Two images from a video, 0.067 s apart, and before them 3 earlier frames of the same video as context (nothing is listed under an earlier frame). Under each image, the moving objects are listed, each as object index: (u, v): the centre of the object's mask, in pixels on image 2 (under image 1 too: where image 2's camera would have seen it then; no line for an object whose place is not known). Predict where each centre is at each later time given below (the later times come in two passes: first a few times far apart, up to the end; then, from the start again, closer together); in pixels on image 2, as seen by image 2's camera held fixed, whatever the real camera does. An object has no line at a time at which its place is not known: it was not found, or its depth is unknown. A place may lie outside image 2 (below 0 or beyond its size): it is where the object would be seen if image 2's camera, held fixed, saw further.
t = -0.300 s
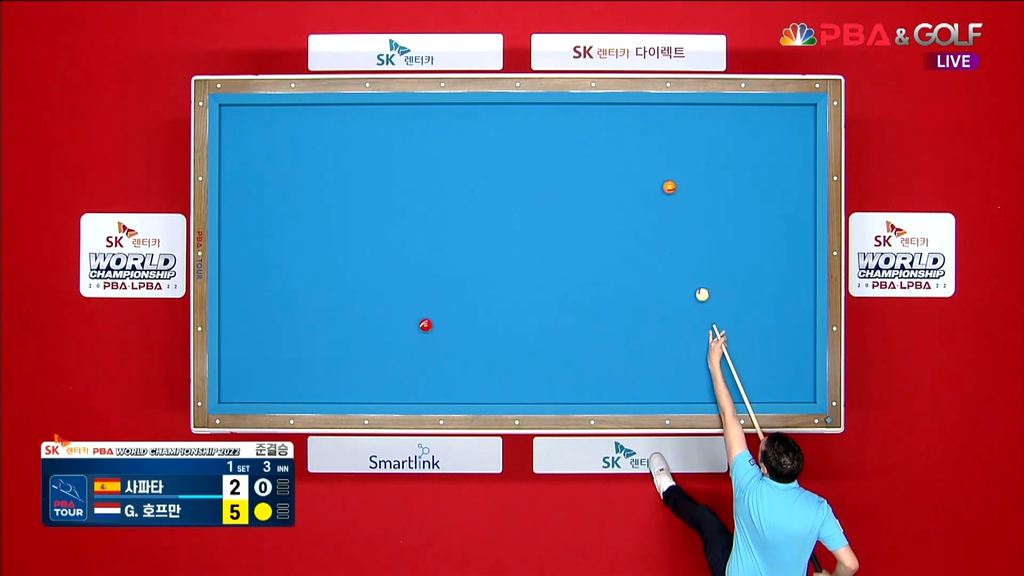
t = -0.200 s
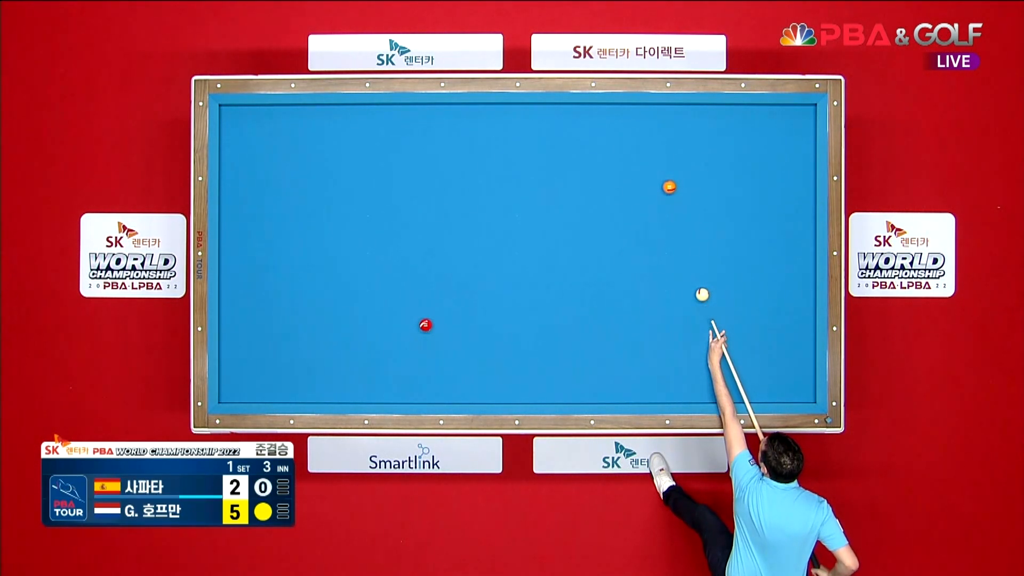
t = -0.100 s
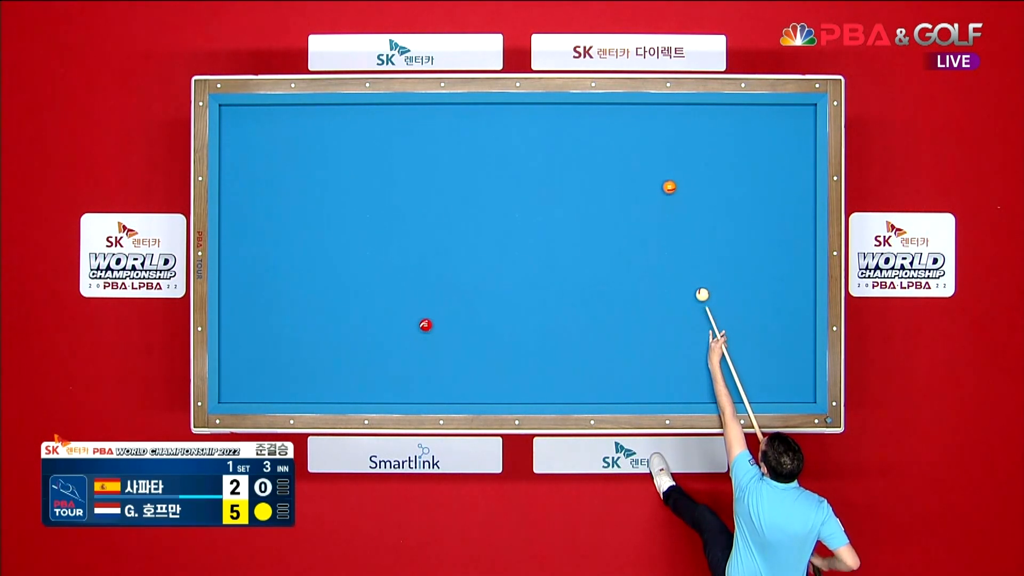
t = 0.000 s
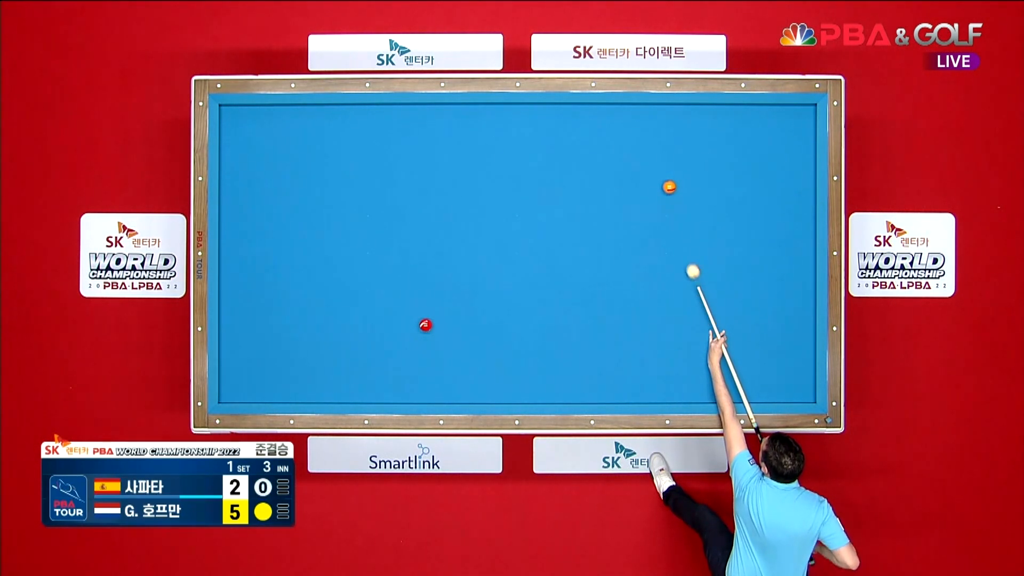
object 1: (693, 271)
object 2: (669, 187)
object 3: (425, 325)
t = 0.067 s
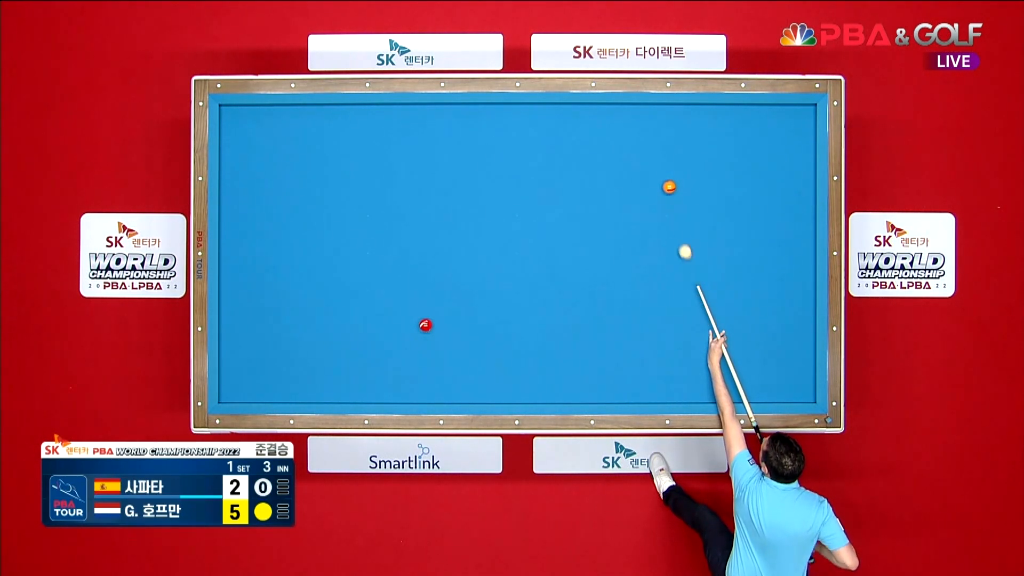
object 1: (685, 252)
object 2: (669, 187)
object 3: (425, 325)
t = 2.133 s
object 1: (372, 201)
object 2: (740, 195)
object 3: (425, 325)
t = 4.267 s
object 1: (291, 351)
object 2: (787, 298)
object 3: (425, 325)
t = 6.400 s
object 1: (404, 348)
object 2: (807, 359)
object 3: (425, 325)
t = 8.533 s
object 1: (448, 337)
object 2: (802, 371)
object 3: (445, 294)
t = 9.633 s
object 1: (452, 338)
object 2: (802, 371)
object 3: (449, 287)
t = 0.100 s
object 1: (681, 243)
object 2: (669, 187)
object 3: (425, 325)
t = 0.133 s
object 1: (677, 233)
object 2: (669, 187)
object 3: (425, 325)
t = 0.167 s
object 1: (674, 223)
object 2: (669, 187)
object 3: (425, 325)
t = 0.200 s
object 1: (670, 213)
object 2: (669, 187)
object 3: (425, 325)
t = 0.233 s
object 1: (666, 204)
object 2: (669, 187)
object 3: (425, 325)
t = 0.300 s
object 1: (654, 194)
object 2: (673, 179)
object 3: (425, 325)
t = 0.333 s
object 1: (647, 190)
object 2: (675, 173)
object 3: (425, 325)
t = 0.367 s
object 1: (641, 186)
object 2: (677, 168)
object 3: (425, 325)
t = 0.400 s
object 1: (636, 182)
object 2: (679, 163)
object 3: (425, 325)
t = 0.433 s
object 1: (630, 177)
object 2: (681, 158)
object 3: (425, 325)
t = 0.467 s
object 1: (624, 172)
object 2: (683, 154)
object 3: (425, 325)
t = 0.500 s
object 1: (618, 168)
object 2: (685, 150)
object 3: (425, 325)
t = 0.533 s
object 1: (612, 163)
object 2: (687, 146)
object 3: (425, 325)
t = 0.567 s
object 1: (606, 159)
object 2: (688, 142)
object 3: (425, 325)
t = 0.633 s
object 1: (594, 149)
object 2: (692, 133)
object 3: (425, 325)
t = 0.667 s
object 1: (589, 145)
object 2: (693, 129)
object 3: (425, 325)
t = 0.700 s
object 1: (583, 140)
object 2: (695, 125)
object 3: (425, 325)
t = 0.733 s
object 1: (577, 135)
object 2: (697, 121)
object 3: (425, 325)
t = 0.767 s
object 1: (571, 131)
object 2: (698, 117)
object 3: (425, 325)
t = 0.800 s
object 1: (565, 126)
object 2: (700, 113)
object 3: (425, 325)
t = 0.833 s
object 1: (560, 122)
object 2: (702, 109)
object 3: (425, 325)
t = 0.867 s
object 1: (554, 117)
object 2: (703, 112)
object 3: (425, 325)
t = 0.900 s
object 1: (548, 112)
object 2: (704, 116)
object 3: (425, 325)
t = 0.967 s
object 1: (538, 112)
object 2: (706, 121)
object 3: (425, 325)
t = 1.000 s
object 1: (533, 116)
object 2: (707, 123)
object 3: (425, 325)
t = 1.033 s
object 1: (528, 119)
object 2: (708, 126)
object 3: (425, 325)
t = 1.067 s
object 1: (523, 122)
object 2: (709, 128)
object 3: (425, 325)
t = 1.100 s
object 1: (518, 125)
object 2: (710, 130)
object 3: (425, 325)
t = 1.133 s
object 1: (513, 127)
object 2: (711, 132)
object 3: (425, 325)
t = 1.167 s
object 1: (508, 129)
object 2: (712, 134)
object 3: (425, 325)
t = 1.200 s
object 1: (504, 132)
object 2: (713, 137)
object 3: (425, 325)
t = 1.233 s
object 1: (499, 135)
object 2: (714, 139)
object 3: (425, 325)
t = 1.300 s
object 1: (489, 139)
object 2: (716, 143)
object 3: (425, 325)
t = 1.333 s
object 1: (484, 142)
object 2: (717, 146)
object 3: (425, 325)
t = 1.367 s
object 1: (479, 145)
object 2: (718, 148)
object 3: (425, 325)
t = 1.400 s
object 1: (475, 147)
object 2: (719, 150)
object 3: (425, 325)
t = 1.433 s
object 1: (470, 149)
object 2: (720, 152)
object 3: (425, 325)
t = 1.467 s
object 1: (465, 152)
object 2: (721, 154)
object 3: (425, 325)
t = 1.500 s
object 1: (460, 154)
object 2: (722, 156)
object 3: (425, 325)
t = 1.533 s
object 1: (455, 157)
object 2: (723, 158)
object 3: (425, 325)
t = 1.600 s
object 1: (446, 162)
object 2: (725, 163)
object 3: (425, 325)
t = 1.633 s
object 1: (441, 164)
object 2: (726, 165)
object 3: (425, 325)
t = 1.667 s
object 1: (436, 167)
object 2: (727, 167)
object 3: (425, 325)
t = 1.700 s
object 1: (432, 169)
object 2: (728, 169)
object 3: (425, 325)
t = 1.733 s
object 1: (427, 172)
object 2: (729, 171)
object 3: (425, 325)
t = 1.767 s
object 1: (422, 174)
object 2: (730, 173)
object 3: (425, 325)
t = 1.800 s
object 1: (418, 176)
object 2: (731, 175)
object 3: (425, 325)
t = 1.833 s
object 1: (413, 179)
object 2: (732, 177)
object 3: (425, 325)
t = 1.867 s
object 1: (409, 181)
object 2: (733, 179)
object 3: (425, 325)
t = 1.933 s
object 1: (399, 186)
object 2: (735, 183)
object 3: (425, 325)
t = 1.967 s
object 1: (394, 189)
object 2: (736, 185)
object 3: (425, 325)
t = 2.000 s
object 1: (390, 191)
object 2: (736, 187)
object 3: (425, 325)
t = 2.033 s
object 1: (385, 193)
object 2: (737, 189)
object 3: (425, 325)
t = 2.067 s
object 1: (381, 196)
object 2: (738, 191)
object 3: (425, 325)
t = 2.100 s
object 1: (376, 198)
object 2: (739, 193)
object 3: (425, 325)
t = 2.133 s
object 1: (372, 201)
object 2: (740, 195)
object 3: (425, 325)
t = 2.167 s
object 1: (367, 203)
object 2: (741, 197)
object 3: (425, 325)
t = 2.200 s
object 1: (362, 205)
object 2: (742, 199)
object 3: (425, 325)
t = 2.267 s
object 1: (353, 210)
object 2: (744, 202)
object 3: (425, 325)
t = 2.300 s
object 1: (349, 212)
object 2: (744, 204)
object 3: (425, 325)
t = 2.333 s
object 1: (344, 215)
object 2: (745, 206)
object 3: (425, 325)
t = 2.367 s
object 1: (340, 217)
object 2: (746, 208)
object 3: (425, 325)
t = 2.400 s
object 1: (336, 220)
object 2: (747, 210)
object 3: (425, 325)
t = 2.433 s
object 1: (331, 222)
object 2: (748, 212)
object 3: (425, 325)
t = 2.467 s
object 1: (327, 224)
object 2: (749, 214)
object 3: (425, 325)
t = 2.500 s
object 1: (322, 226)
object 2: (750, 215)
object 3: (425, 325)
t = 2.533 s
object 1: (318, 229)
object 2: (750, 217)
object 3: (425, 325)
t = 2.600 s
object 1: (309, 233)
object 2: (752, 221)
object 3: (425, 325)
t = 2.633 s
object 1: (305, 236)
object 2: (753, 223)
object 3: (425, 325)
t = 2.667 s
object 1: (301, 238)
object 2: (753, 225)
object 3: (425, 325)
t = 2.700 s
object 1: (296, 240)
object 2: (754, 226)
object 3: (425, 325)
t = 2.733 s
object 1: (292, 243)
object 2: (755, 228)
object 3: (425, 325)
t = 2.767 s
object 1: (288, 245)
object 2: (756, 230)
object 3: (425, 325)
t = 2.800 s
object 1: (283, 247)
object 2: (757, 232)
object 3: (425, 325)
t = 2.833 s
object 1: (279, 249)
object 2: (758, 233)
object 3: (425, 325)
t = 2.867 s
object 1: (275, 252)
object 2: (758, 235)
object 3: (425, 325)
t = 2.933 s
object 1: (269, 255)
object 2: (760, 238)
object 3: (425, 325)
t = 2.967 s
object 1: (264, 257)
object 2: (760, 239)
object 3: (425, 325)
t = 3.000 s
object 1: (260, 260)
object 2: (761, 241)
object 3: (425, 325)
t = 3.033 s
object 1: (256, 262)
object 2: (762, 243)
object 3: (425, 325)
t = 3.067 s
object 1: (252, 264)
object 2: (763, 244)
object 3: (425, 325)
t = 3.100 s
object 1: (248, 266)
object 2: (763, 246)
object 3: (425, 325)
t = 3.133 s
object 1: (244, 269)
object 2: (764, 248)
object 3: (425, 325)
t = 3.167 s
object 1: (239, 271)
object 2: (765, 249)
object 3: (425, 325)
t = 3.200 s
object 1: (235, 273)
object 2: (766, 251)
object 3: (425, 325)
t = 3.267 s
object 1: (227, 277)
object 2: (767, 254)
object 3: (425, 325)
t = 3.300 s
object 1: (225, 279)
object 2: (768, 255)
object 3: (425, 325)
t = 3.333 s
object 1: (228, 282)
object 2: (769, 257)
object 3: (425, 325)
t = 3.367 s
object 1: (231, 285)
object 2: (769, 259)
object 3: (425, 325)
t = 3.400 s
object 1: (234, 287)
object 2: (770, 260)
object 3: (425, 325)
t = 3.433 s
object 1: (236, 290)
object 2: (771, 262)
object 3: (425, 325)
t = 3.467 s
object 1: (238, 292)
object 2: (771, 264)
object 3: (425, 325)
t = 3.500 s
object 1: (241, 295)
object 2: (772, 265)
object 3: (425, 325)
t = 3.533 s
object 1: (243, 298)
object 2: (773, 267)
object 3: (425, 325)
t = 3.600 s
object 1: (248, 303)
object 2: (774, 269)
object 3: (425, 325)
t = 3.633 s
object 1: (250, 305)
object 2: (775, 271)
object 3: (425, 325)
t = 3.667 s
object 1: (252, 308)
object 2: (775, 273)
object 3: (425, 325)
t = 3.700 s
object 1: (254, 310)
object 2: (776, 274)
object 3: (425, 325)
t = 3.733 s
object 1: (257, 313)
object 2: (777, 275)
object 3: (425, 325)
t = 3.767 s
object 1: (259, 315)
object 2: (777, 277)
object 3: (425, 325)
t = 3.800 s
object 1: (261, 318)
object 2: (778, 278)
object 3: (425, 325)
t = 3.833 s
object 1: (263, 320)
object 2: (779, 280)
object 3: (425, 325)
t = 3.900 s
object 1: (268, 325)
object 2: (780, 283)
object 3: (425, 325)
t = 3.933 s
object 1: (270, 327)
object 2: (781, 284)
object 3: (425, 325)
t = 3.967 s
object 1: (272, 330)
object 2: (781, 285)
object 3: (425, 325)
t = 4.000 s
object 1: (274, 332)
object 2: (782, 287)
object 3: (425, 325)
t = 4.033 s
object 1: (276, 335)
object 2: (783, 288)
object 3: (425, 325)
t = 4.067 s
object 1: (278, 337)
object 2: (783, 290)
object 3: (425, 325)
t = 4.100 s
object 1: (280, 339)
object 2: (784, 291)
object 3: (425, 325)
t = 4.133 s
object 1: (283, 342)
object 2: (784, 292)
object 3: (425, 325)
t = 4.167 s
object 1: (285, 344)
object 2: (785, 294)
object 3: (425, 325)
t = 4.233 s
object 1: (289, 349)
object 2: (786, 296)
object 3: (425, 325)
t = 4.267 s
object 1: (291, 351)
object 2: (787, 298)
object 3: (425, 325)
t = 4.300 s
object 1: (293, 353)
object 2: (787, 299)
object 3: (425, 325)
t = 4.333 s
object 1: (295, 356)
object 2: (788, 301)
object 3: (425, 325)
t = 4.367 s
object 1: (297, 358)
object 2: (788, 302)
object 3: (425, 325)
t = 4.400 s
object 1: (299, 360)
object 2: (789, 303)
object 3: (425, 325)
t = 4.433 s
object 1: (301, 363)
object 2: (790, 304)
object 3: (425, 325)
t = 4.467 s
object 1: (303, 365)
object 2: (790, 305)
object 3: (425, 325)
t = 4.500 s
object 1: (306, 367)
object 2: (791, 307)
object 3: (425, 325)
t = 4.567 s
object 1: (310, 372)
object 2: (792, 309)
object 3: (425, 325)
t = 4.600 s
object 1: (312, 374)
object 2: (792, 310)
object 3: (425, 325)
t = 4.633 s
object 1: (314, 376)
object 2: (793, 312)
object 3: (425, 325)
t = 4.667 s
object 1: (316, 379)
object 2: (793, 313)
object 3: (425, 325)
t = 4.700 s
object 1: (318, 381)
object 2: (794, 314)
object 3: (425, 325)
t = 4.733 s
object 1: (320, 383)
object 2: (794, 315)
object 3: (425, 325)
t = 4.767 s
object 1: (322, 385)
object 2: (795, 316)
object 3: (425, 325)
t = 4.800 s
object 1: (324, 387)
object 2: (795, 317)
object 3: (425, 325)
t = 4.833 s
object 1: (325, 390)
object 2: (796, 318)
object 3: (425, 325)
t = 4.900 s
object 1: (329, 394)
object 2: (797, 321)
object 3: (425, 325)
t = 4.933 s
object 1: (332, 396)
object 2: (797, 322)
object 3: (425, 325)
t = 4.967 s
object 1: (334, 397)
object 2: (798, 323)
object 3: (425, 325)
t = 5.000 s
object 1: (335, 396)
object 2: (798, 324)
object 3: (425, 325)
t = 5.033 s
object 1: (337, 394)
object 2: (799, 325)
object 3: (425, 325)
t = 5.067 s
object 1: (339, 393)
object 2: (799, 326)
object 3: (425, 325)
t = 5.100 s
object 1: (341, 392)
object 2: (800, 327)
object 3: (425, 325)
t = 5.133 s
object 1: (342, 390)
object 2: (800, 328)
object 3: (425, 325)
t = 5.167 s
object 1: (344, 389)
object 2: (801, 329)
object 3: (425, 325)
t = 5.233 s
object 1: (348, 387)
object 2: (801, 331)
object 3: (425, 325)
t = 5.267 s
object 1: (349, 386)
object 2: (802, 333)
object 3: (425, 325)
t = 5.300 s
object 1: (351, 385)
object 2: (802, 334)
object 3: (425, 325)
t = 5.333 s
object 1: (353, 384)
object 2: (803, 334)
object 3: (425, 325)
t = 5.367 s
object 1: (355, 382)
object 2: (803, 335)
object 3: (425, 325)
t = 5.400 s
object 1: (356, 381)
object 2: (803, 336)
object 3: (425, 325)
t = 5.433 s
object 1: (358, 380)
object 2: (804, 337)
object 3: (425, 325)
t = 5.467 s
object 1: (360, 378)
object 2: (804, 338)
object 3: (425, 325)
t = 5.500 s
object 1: (361, 377)
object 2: (805, 339)
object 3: (425, 325)
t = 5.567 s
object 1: (365, 375)
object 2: (805, 341)
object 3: (425, 325)
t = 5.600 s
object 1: (366, 374)
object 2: (806, 342)
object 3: (425, 325)
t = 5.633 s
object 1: (368, 373)
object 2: (806, 343)
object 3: (425, 325)
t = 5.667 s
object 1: (370, 371)
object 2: (807, 344)
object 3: (425, 325)
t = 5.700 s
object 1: (371, 370)
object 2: (807, 345)
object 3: (425, 325)
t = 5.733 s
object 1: (373, 369)
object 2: (807, 346)
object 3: (425, 325)
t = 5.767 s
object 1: (374, 368)
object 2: (808, 346)
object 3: (425, 325)
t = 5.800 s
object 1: (376, 367)
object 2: (808, 347)
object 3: (425, 325)
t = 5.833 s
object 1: (378, 366)
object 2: (808, 348)
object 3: (425, 325)
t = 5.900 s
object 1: (381, 364)
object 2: (809, 350)
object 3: (425, 325)
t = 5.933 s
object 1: (382, 363)
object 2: (809, 351)
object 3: (425, 325)
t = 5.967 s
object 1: (384, 362)
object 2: (809, 351)
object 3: (425, 325)
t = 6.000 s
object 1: (386, 360)
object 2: (809, 352)
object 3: (425, 325)
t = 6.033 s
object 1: (387, 360)
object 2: (809, 353)
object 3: (425, 325)
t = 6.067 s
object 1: (389, 358)
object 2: (809, 353)
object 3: (425, 325)
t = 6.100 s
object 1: (390, 357)
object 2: (809, 354)
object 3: (425, 325)
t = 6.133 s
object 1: (392, 356)
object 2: (809, 355)
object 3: (425, 325)
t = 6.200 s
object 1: (395, 354)
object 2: (808, 356)
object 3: (425, 325)
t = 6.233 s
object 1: (396, 353)
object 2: (808, 356)
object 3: (425, 325)
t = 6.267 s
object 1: (398, 352)
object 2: (808, 357)
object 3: (425, 325)
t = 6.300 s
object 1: (399, 351)
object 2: (808, 358)
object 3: (425, 325)
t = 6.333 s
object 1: (401, 350)
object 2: (807, 358)
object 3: (425, 325)
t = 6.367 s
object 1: (402, 349)
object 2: (807, 359)
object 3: (425, 325)
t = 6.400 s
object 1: (404, 348)
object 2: (807, 359)
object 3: (425, 325)
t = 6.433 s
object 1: (405, 347)
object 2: (807, 360)
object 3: (425, 325)
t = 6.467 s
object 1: (407, 346)
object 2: (807, 360)
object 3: (425, 325)
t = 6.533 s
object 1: (409, 344)
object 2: (806, 361)
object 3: (425, 325)
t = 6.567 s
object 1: (411, 343)
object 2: (806, 362)
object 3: (425, 325)
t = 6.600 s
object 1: (412, 342)
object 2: (806, 362)
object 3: (425, 325)
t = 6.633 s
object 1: (414, 341)
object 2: (806, 363)
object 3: (425, 325)
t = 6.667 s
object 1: (415, 340)
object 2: (805, 363)
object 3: (425, 325)
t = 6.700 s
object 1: (417, 339)
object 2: (805, 363)
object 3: (425, 325)
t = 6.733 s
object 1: (418, 338)
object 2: (805, 364)
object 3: (425, 325)
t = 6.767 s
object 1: (419, 337)
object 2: (805, 364)
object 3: (425, 324)
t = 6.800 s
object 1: (420, 337)
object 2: (805, 364)
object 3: (425, 324)
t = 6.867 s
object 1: (422, 337)
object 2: (804, 365)
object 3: (426, 322)
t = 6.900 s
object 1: (423, 337)
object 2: (804, 366)
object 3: (427, 322)
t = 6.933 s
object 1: (423, 337)
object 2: (804, 366)
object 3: (427, 321)
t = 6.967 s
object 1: (424, 337)
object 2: (804, 367)
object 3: (428, 320)
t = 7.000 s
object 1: (425, 337)
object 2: (804, 367)
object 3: (429, 319)
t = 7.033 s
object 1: (426, 337)
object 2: (804, 367)
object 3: (429, 318)
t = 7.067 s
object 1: (426, 337)
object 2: (804, 367)
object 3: (430, 317)
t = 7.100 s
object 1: (427, 337)
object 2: (804, 368)
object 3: (430, 317)
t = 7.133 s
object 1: (428, 337)
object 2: (803, 368)
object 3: (430, 316)
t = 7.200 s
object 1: (429, 337)
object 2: (803, 368)
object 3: (431, 315)
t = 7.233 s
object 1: (430, 337)
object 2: (803, 369)
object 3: (432, 314)
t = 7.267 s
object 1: (430, 336)
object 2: (803, 369)
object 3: (432, 313)
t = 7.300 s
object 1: (431, 336)
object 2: (803, 369)
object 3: (433, 313)
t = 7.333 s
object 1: (432, 336)
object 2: (803, 369)
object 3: (433, 312)
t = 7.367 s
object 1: (432, 336)
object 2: (803, 370)
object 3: (433, 311)
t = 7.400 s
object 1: (433, 336)
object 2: (802, 370)
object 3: (434, 311)
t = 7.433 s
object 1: (434, 336)
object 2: (802, 370)
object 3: (434, 310)
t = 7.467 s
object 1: (434, 336)
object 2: (802, 370)
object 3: (435, 309)
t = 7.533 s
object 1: (435, 336)
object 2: (802, 371)
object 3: (435, 308)
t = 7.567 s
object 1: (436, 336)
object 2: (802, 371)
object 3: (436, 308)
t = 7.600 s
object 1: (437, 336)
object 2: (802, 371)
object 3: (436, 307)
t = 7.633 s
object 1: (437, 336)
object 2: (802, 371)
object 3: (436, 306)
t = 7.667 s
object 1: (438, 336)
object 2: (802, 371)
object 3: (437, 306)
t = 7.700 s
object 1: (438, 336)
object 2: (802, 371)
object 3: (437, 305)
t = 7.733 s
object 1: (439, 336)
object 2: (802, 371)
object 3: (438, 305)
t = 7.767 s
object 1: (439, 336)
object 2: (802, 371)
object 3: (438, 304)
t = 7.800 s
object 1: (440, 336)
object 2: (802, 371)
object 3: (438, 304)
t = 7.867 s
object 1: (441, 336)
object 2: (802, 371)
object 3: (439, 303)
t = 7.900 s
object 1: (441, 336)
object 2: (802, 371)
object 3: (439, 302)
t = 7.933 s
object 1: (442, 336)
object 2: (802, 371)
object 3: (440, 301)
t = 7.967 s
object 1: (442, 337)
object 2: (802, 371)
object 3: (440, 301)
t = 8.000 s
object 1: (443, 337)
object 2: (802, 371)
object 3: (441, 300)
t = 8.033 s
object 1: (443, 337)
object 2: (802, 371)
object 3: (441, 300)
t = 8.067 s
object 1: (443, 337)
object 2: (802, 371)
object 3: (441, 299)
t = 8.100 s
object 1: (444, 337)
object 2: (802, 371)
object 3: (442, 299)
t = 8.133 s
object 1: (444, 337)
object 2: (802, 371)
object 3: (442, 298)
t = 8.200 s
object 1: (445, 337)
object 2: (802, 371)
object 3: (442, 298)
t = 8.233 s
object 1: (445, 337)
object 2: (802, 371)
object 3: (443, 297)
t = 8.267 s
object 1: (446, 337)
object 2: (802, 371)
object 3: (443, 297)
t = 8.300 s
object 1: (446, 337)
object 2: (802, 371)
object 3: (443, 297)
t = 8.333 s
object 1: (446, 337)
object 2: (802, 371)
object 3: (443, 296)
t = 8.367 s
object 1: (447, 337)
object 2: (802, 371)
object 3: (444, 296)
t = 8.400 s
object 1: (447, 337)
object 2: (802, 371)
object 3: (444, 295)
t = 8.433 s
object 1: (447, 337)
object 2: (802, 371)
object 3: (444, 295)
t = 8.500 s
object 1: (448, 337)
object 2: (802, 371)
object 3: (445, 294)
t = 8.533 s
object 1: (448, 337)
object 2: (802, 371)
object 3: (445, 294)
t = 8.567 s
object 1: (449, 337)
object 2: (802, 371)
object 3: (445, 294)
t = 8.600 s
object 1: (449, 337)
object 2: (802, 371)
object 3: (445, 293)
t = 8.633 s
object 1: (449, 337)
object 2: (802, 371)
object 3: (445, 293)
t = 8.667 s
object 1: (449, 337)
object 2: (802, 371)
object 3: (446, 293)
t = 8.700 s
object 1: (449, 337)
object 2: (802, 371)
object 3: (446, 292)
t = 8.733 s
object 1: (450, 337)
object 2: (802, 371)
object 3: (446, 292)
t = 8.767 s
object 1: (450, 337)
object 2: (802, 371)
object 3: (446, 292)
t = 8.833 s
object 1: (450, 337)
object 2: (802, 371)
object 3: (446, 291)
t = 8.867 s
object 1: (450, 337)
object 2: (802, 371)
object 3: (446, 291)
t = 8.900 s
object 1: (451, 337)
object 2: (802, 371)
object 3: (447, 291)
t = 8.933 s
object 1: (451, 338)
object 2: (802, 371)
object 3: (447, 290)
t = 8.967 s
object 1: (451, 338)
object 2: (802, 371)
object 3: (447, 290)
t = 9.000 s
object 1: (451, 338)
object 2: (802, 371)
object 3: (447, 290)
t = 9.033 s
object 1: (451, 338)
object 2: (802, 371)
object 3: (447, 289)
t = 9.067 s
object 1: (451, 338)
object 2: (802, 371)
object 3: (447, 289)
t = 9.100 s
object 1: (451, 338)
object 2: (802, 371)
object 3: (447, 289)
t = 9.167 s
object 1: (451, 338)
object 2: (802, 371)
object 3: (447, 289)
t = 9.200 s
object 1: (452, 338)
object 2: (802, 371)
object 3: (448, 288)
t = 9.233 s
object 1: (452, 338)
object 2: (802, 371)
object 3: (448, 288)
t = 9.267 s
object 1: (452, 338)
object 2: (802, 371)
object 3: (448, 288)
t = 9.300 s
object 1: (452, 338)
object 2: (802, 371)
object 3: (448, 288)
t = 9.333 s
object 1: (452, 338)
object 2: (802, 371)
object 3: (448, 288)
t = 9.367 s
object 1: (452, 338)
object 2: (802, 371)
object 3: (448, 288)
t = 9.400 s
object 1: (452, 338)
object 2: (802, 371)
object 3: (448, 288)
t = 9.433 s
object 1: (452, 338)
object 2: (802, 371)
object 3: (448, 287)
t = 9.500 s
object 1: (452, 338)
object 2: (802, 371)
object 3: (448, 287)
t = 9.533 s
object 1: (452, 338)
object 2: (802, 371)
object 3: (448, 287)
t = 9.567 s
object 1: (452, 338)
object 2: (802, 371)
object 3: (448, 287)
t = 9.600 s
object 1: (452, 338)
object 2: (802, 371)
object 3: (449, 287)
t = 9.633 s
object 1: (452, 338)
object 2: (802, 371)
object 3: (449, 287)
